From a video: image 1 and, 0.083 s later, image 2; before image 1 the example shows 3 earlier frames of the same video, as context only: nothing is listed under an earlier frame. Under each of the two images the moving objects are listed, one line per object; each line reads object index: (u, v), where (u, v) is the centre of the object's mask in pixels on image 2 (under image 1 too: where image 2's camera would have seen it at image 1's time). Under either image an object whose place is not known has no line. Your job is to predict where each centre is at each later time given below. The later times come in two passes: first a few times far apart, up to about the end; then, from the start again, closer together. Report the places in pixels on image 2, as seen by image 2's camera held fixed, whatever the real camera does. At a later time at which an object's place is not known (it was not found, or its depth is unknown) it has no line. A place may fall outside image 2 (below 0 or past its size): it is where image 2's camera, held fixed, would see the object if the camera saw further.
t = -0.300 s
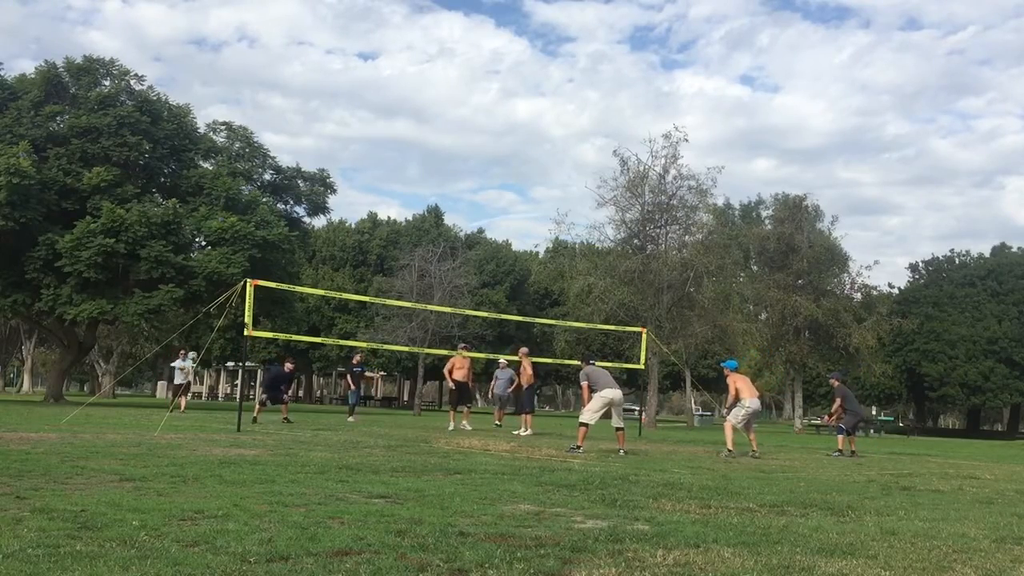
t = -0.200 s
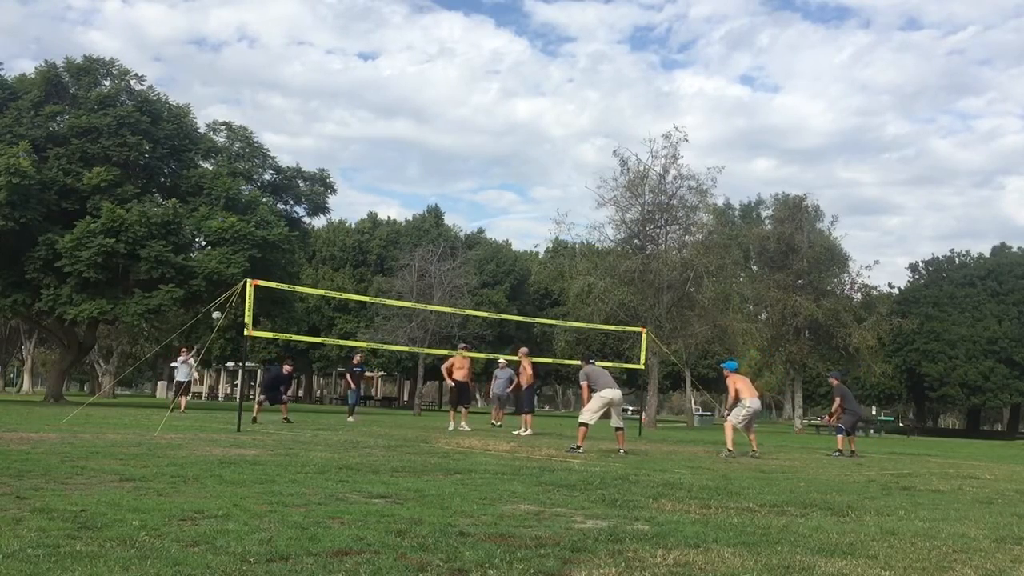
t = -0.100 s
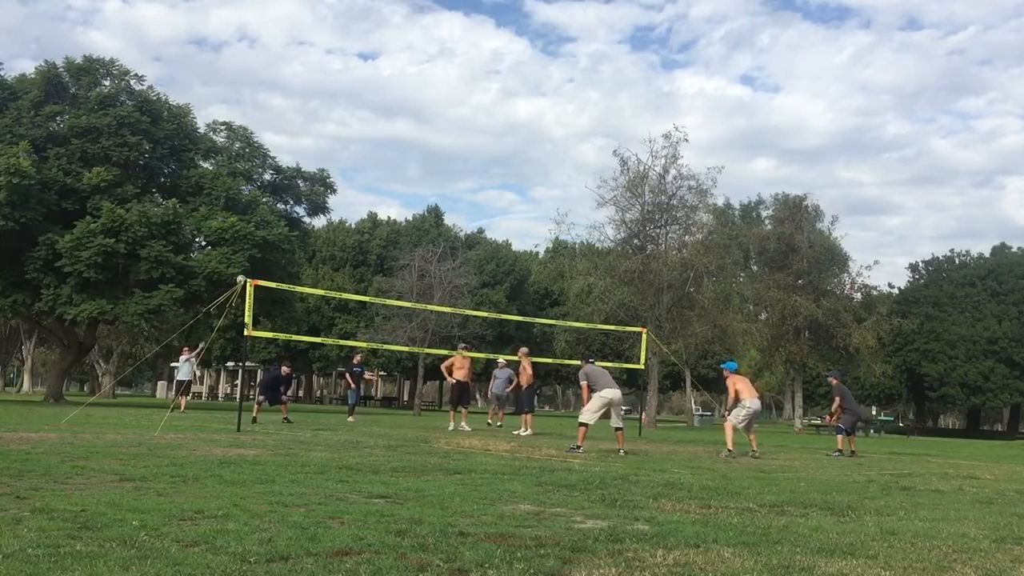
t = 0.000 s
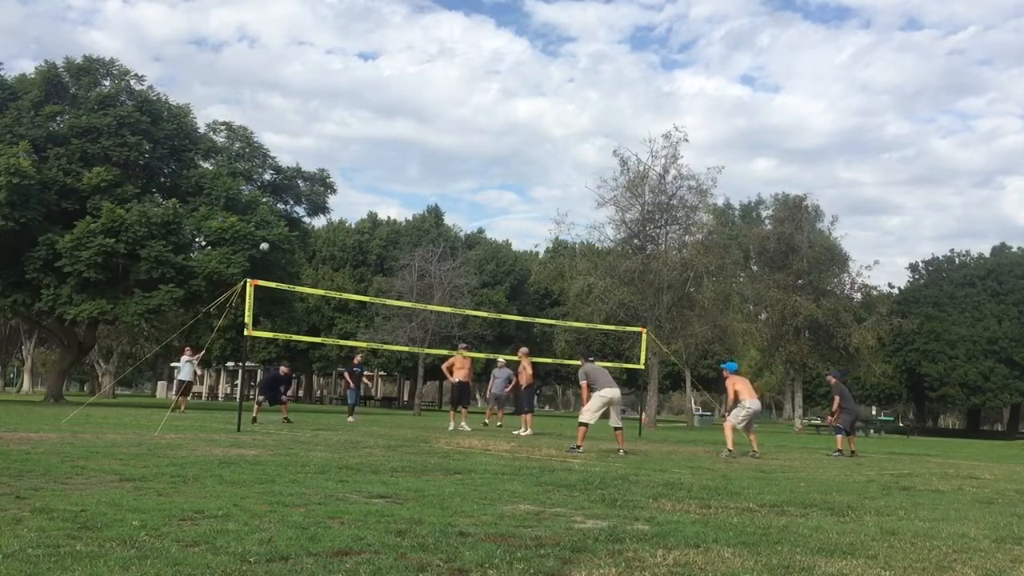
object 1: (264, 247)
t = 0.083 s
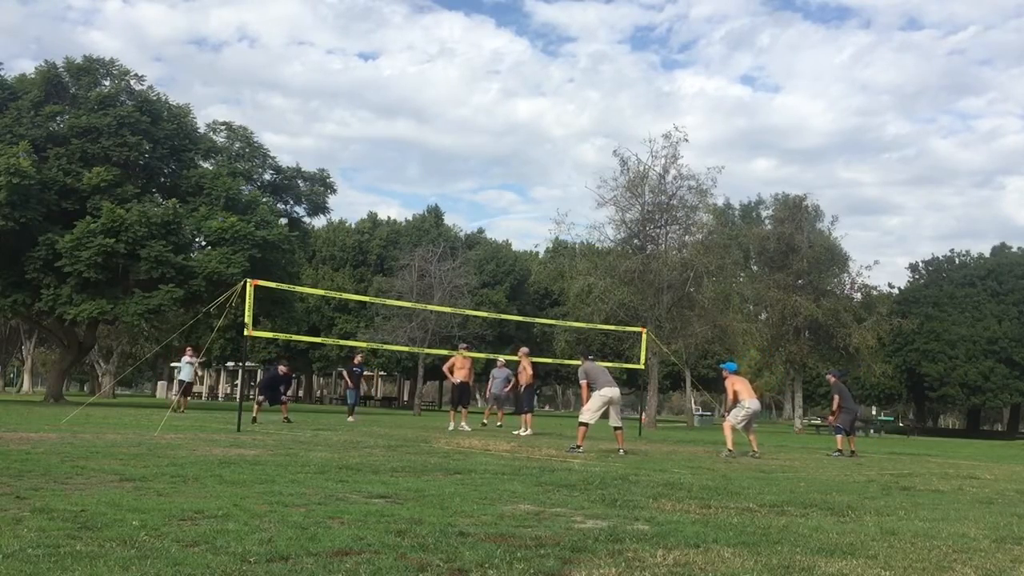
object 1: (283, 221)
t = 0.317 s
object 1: (334, 165)
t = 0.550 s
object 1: (384, 127)
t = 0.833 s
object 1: (445, 114)
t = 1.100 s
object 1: (504, 139)
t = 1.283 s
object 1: (545, 181)
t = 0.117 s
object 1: (293, 210)
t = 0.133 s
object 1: (295, 208)
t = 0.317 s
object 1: (334, 165)
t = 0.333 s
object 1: (338, 162)
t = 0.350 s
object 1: (342, 159)
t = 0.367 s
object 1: (345, 156)
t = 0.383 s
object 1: (349, 152)
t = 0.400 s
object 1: (352, 149)
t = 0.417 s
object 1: (356, 146)
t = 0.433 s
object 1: (359, 143)
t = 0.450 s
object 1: (363, 141)
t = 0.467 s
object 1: (366, 138)
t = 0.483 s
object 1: (370, 136)
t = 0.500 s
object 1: (373, 133)
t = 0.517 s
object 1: (377, 131)
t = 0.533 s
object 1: (380, 129)
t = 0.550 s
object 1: (384, 127)
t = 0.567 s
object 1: (388, 126)
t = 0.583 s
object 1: (391, 124)
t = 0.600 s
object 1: (395, 122)
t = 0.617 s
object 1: (398, 121)
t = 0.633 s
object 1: (402, 119)
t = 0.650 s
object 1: (405, 118)
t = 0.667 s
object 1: (409, 117)
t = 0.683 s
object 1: (412, 116)
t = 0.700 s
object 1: (416, 115)
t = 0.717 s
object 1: (420, 115)
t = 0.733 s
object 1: (423, 114)
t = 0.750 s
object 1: (427, 114)
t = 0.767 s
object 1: (430, 113)
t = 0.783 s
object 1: (434, 113)
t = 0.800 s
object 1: (437, 113)
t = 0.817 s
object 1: (441, 113)
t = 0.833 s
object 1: (445, 114)
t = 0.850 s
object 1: (448, 114)
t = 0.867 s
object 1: (452, 114)
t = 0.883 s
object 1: (456, 115)
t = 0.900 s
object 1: (459, 116)
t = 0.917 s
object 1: (463, 117)
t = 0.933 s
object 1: (466, 118)
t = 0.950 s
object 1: (470, 120)
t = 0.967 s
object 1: (474, 121)
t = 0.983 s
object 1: (478, 123)
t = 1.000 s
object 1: (481, 125)
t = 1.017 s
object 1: (485, 127)
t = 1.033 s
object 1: (489, 129)
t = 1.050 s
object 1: (492, 131)
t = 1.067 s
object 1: (496, 134)
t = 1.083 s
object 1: (500, 136)
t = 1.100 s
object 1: (504, 139)
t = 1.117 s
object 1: (507, 142)
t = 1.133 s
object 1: (511, 145)
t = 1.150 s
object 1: (515, 148)
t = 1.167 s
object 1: (519, 152)
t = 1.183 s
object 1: (522, 156)
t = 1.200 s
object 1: (526, 159)
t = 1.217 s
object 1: (530, 163)
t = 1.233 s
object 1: (534, 168)
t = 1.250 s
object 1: (537, 172)
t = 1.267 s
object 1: (541, 177)
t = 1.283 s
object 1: (545, 181)
